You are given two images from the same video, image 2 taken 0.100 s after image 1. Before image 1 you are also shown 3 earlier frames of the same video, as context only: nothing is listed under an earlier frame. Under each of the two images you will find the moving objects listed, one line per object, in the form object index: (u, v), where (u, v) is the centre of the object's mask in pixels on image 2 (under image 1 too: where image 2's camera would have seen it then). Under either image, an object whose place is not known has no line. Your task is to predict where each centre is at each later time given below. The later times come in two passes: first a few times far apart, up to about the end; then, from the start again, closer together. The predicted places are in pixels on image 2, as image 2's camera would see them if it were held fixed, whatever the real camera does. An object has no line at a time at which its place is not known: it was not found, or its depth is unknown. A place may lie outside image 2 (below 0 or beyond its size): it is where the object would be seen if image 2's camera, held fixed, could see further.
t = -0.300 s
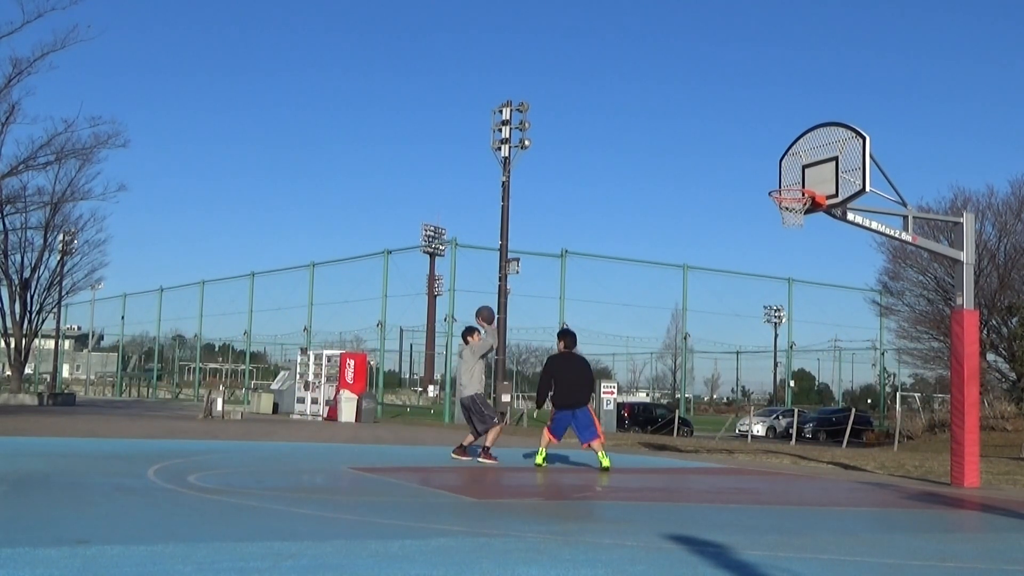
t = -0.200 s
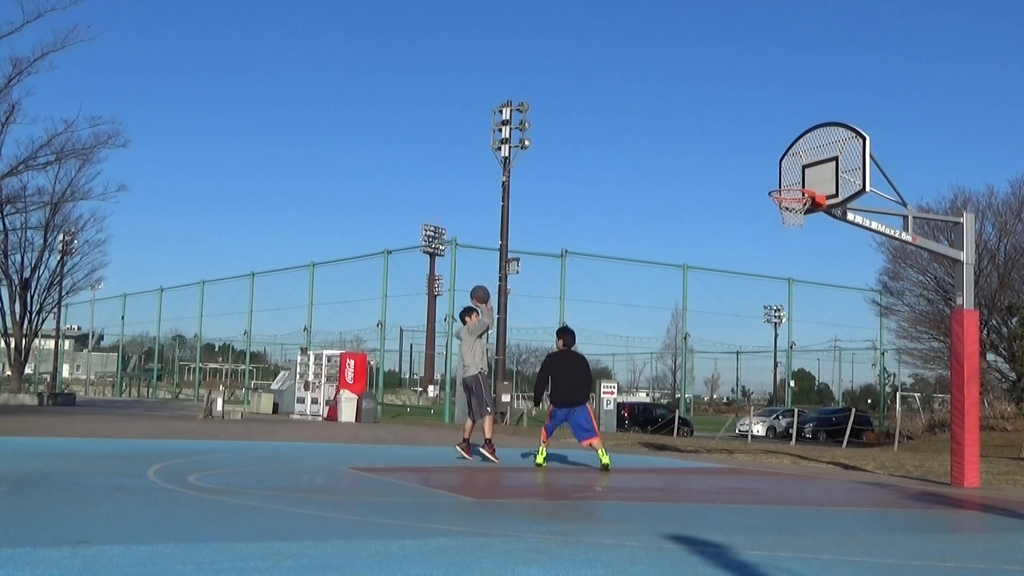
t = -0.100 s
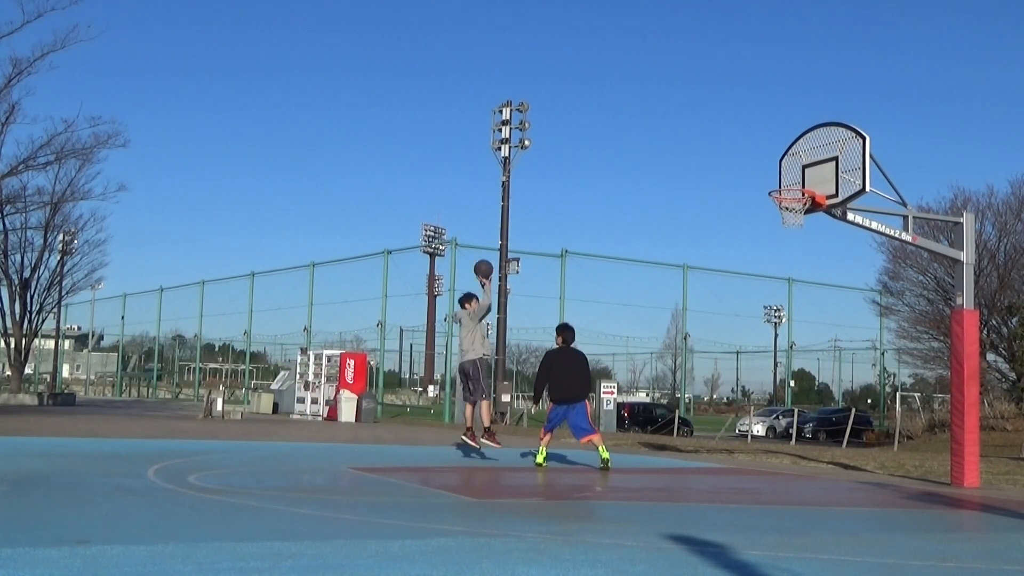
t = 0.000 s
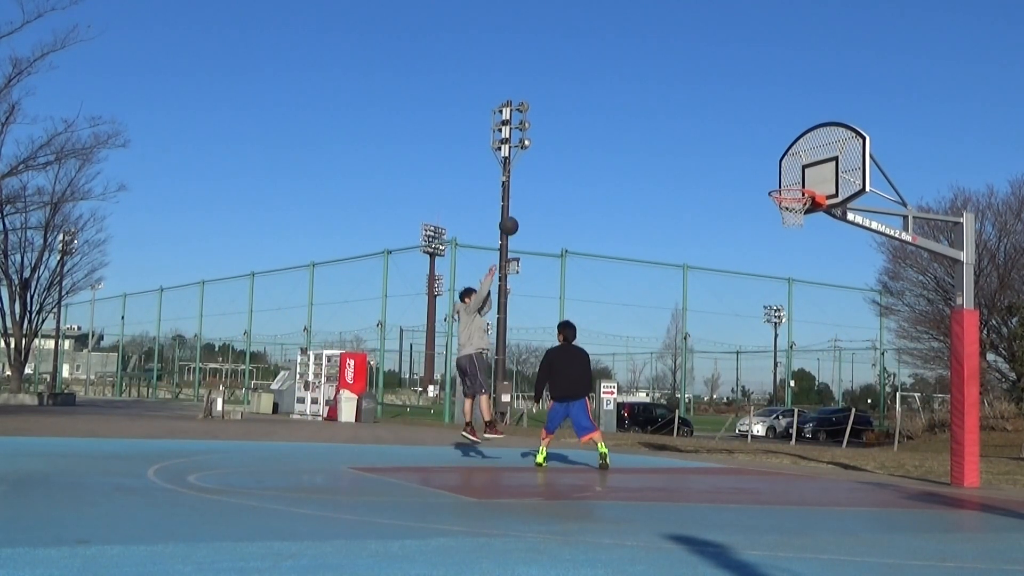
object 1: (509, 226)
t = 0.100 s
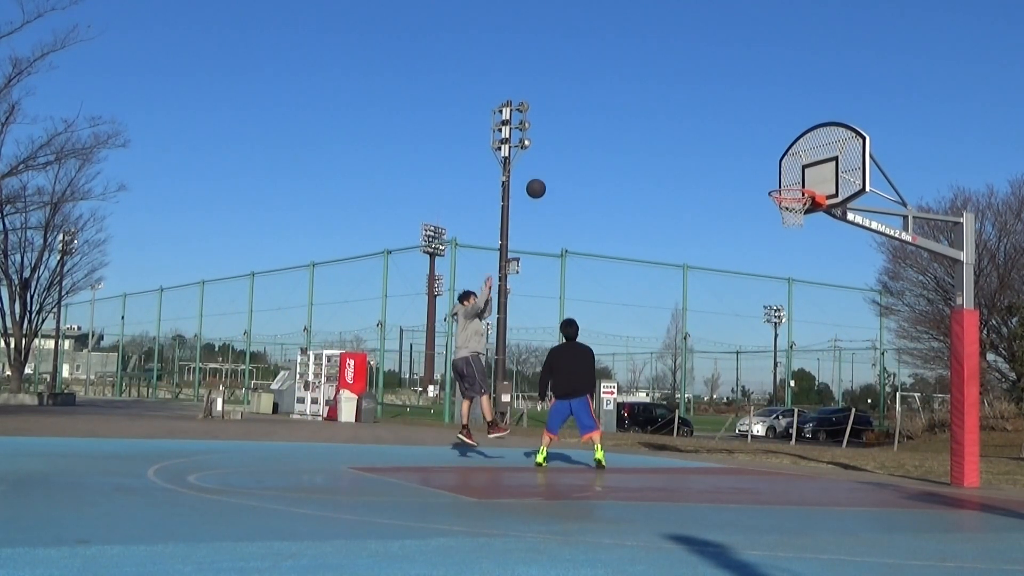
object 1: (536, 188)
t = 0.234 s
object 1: (572, 150)
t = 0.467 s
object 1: (639, 115)
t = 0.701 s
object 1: (709, 124)
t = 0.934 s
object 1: (784, 181)
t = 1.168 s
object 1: (785, 214)
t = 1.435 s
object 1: (774, 232)
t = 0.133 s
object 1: (545, 178)
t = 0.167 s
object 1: (554, 168)
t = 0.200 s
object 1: (563, 158)
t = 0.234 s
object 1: (572, 150)
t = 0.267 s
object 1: (582, 143)
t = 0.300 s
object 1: (591, 136)
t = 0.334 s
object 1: (601, 130)
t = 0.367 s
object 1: (610, 125)
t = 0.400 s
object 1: (620, 121)
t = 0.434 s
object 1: (629, 118)
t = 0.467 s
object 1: (639, 115)
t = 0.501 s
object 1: (649, 114)
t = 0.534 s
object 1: (659, 113)
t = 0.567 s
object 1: (669, 113)
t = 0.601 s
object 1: (679, 115)
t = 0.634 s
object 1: (689, 117)
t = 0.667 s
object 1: (699, 120)
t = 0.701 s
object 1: (709, 124)
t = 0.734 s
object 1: (720, 129)
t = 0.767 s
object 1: (730, 135)
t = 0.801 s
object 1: (741, 143)
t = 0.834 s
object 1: (752, 151)
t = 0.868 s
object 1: (762, 161)
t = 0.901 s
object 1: (773, 171)
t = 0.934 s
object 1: (784, 181)
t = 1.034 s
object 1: (798, 200)
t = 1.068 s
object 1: (793, 201)
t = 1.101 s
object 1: (787, 205)
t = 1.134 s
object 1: (788, 215)
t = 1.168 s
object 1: (785, 214)
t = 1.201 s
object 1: (782, 212)
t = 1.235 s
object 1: (780, 212)
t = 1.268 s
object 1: (778, 214)
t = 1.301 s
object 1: (777, 215)
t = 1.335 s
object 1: (776, 217)
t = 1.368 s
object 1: (776, 221)
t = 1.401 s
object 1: (775, 226)
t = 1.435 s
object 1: (774, 232)
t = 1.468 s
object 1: (774, 240)
